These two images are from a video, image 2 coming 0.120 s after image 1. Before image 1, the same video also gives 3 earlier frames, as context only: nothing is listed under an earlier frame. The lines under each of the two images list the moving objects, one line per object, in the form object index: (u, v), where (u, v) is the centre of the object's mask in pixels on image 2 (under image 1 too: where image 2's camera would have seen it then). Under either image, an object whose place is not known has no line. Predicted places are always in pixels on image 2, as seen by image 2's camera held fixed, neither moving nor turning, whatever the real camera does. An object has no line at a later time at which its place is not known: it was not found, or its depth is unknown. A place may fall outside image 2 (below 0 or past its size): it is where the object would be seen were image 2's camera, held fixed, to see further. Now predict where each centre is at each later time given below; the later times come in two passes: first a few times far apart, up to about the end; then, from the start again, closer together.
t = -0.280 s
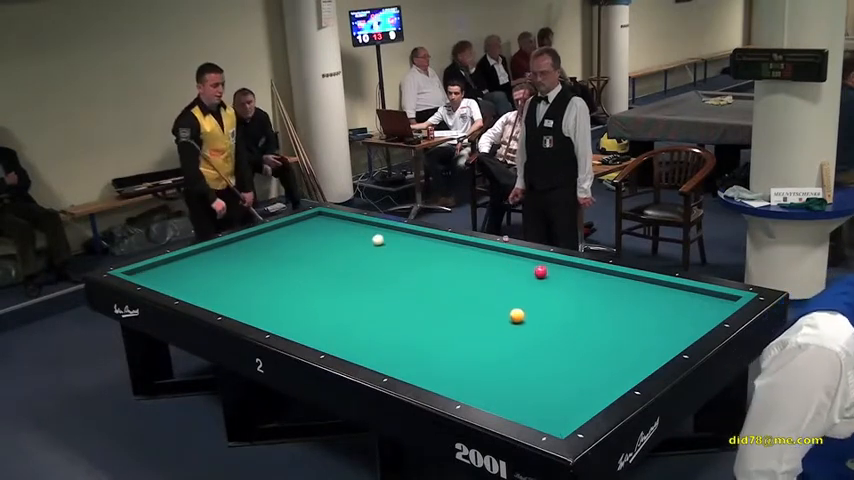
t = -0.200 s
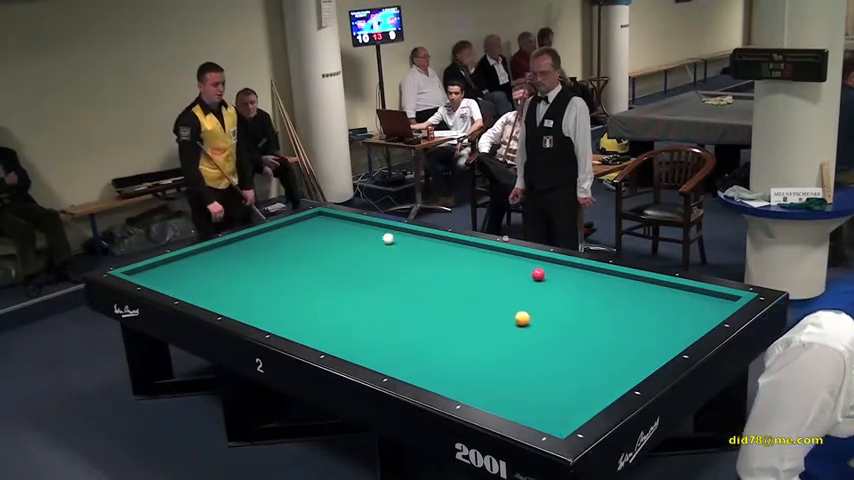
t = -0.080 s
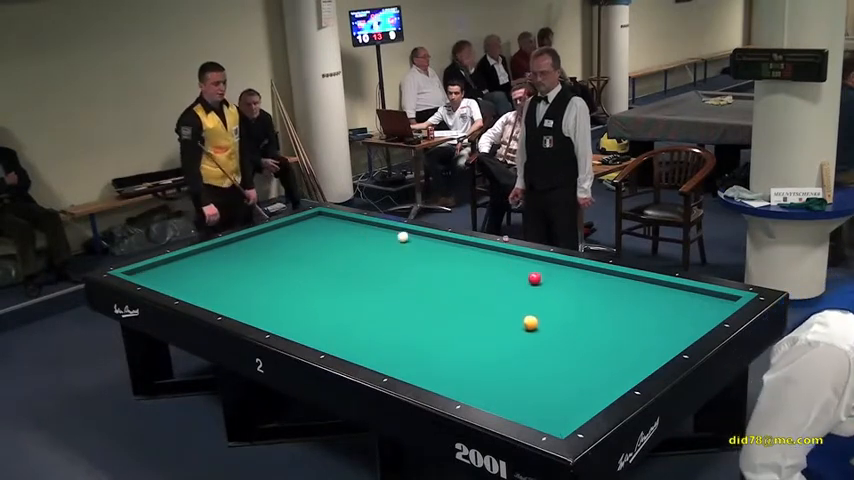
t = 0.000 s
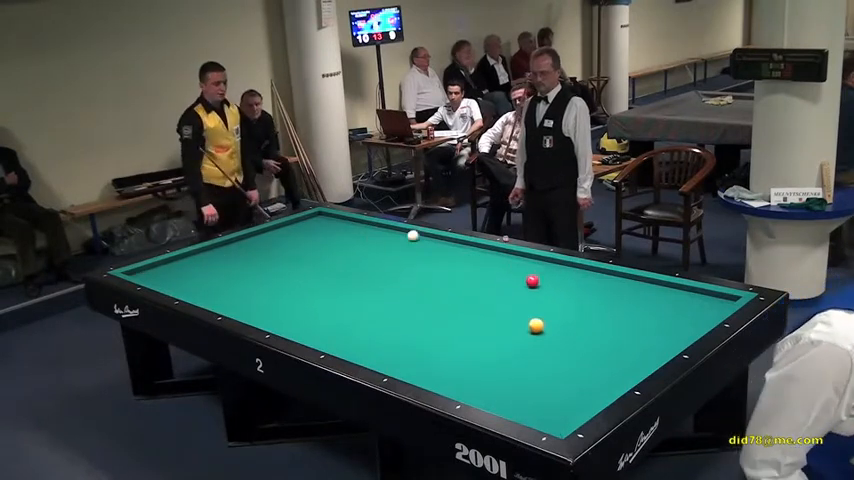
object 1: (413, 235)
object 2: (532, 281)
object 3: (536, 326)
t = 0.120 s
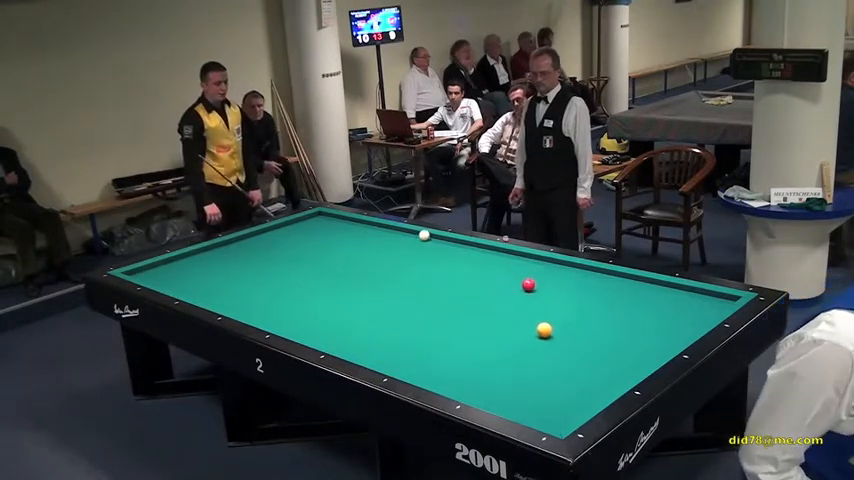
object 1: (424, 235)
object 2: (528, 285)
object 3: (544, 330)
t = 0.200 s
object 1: (425, 237)
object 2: (526, 288)
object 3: (550, 333)
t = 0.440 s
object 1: (429, 244)
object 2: (518, 295)
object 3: (567, 343)
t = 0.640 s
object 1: (433, 249)
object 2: (512, 302)
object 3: (581, 350)
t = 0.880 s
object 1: (438, 256)
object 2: (504, 310)
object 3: (600, 360)
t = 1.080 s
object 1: (442, 263)
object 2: (497, 317)
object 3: (615, 368)
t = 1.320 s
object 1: (447, 270)
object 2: (488, 325)
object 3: (621, 373)
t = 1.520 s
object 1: (451, 277)
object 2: (481, 332)
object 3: (608, 373)
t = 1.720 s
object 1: (455, 283)
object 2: (474, 340)
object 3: (595, 371)
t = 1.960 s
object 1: (460, 291)
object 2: (465, 348)
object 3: (580, 370)
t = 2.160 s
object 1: (465, 299)
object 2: (458, 355)
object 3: (568, 369)
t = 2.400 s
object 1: (470, 307)
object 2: (449, 364)
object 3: (555, 367)
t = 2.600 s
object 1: (475, 314)
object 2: (441, 371)
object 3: (544, 366)
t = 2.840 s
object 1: (480, 323)
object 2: (433, 378)
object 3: (533, 365)
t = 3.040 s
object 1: (485, 331)
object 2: (439, 379)
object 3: (523, 363)
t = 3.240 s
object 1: (490, 339)
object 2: (448, 377)
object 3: (514, 363)
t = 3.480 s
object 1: (495, 348)
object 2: (458, 374)
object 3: (505, 361)
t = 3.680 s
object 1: (500, 351)
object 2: (466, 372)
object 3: (498, 363)
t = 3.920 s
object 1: (502, 355)
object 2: (475, 370)
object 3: (492, 370)
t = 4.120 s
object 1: (504, 356)
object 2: (476, 368)
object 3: (493, 375)
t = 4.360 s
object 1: (505, 357)
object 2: (476, 366)
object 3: (494, 381)
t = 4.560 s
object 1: (506, 357)
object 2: (477, 365)
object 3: (495, 387)
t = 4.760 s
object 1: (506, 358)
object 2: (477, 363)
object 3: (496, 391)
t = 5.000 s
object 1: (506, 358)
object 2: (478, 362)
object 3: (497, 397)
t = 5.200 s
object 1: (507, 358)
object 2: (478, 361)
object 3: (499, 400)
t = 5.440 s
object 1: (507, 358)
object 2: (479, 361)
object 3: (502, 403)
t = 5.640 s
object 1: (507, 358)
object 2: (479, 361)
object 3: (507, 403)
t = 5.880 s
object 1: (507, 358)
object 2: (479, 361)
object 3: (512, 404)
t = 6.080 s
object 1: (507, 358)
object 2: (479, 361)
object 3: (517, 404)
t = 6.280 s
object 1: (507, 358)
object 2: (479, 361)
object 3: (520, 404)
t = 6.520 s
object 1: (507, 358)
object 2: (479, 360)
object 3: (524, 404)
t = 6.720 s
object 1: (507, 358)
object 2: (479, 361)
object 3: (527, 404)
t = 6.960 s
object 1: (507, 358)
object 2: (479, 361)
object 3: (529, 403)
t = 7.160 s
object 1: (507, 358)
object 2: (479, 361)
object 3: (531, 403)
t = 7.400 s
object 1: (507, 358)
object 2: (479, 360)
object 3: (532, 402)
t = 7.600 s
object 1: (507, 358)
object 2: (480, 360)
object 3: (533, 402)
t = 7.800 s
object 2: (479, 360)
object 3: (533, 402)
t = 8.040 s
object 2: (479, 360)
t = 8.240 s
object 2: (480, 361)
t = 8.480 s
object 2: (478, 360)
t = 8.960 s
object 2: (481, 360)
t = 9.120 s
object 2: (480, 361)
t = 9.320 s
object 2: (480, 361)
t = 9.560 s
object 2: (480, 361)
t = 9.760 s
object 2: (480, 361)
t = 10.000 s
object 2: (480, 361)
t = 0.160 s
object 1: (424, 236)
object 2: (527, 286)
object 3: (547, 332)
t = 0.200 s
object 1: (425, 237)
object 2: (526, 288)
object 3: (550, 333)
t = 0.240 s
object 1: (426, 238)
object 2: (525, 289)
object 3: (553, 335)
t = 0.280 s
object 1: (426, 239)
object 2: (523, 290)
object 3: (555, 336)
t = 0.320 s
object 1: (427, 241)
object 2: (522, 291)
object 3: (558, 338)
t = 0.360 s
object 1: (428, 241)
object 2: (521, 293)
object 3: (561, 339)
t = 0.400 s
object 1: (429, 243)
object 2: (520, 294)
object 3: (564, 341)
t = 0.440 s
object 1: (429, 244)
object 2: (518, 295)
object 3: (567, 343)
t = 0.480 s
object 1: (430, 245)
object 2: (517, 297)
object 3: (570, 344)
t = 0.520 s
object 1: (431, 246)
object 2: (516, 298)
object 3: (573, 346)
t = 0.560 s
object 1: (432, 247)
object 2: (514, 299)
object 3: (576, 347)
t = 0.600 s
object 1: (432, 248)
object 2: (513, 301)
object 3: (579, 349)
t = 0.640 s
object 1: (433, 249)
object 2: (512, 302)
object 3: (581, 350)
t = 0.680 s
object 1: (434, 250)
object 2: (510, 303)
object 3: (585, 352)
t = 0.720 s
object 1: (435, 252)
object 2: (509, 305)
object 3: (588, 353)
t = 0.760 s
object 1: (435, 253)
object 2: (508, 306)
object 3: (591, 355)
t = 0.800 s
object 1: (436, 254)
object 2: (507, 308)
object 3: (594, 357)
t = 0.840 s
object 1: (437, 255)
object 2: (505, 309)
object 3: (596, 358)
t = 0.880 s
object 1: (438, 256)
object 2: (504, 310)
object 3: (600, 360)
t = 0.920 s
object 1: (439, 258)
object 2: (502, 312)
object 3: (603, 362)
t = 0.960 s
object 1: (439, 259)
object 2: (501, 313)
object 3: (606, 363)
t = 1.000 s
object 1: (440, 260)
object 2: (500, 314)
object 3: (609, 365)
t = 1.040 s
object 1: (441, 262)
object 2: (498, 316)
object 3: (612, 367)
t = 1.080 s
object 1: (442, 263)
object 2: (497, 317)
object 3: (615, 368)
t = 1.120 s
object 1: (443, 264)
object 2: (495, 318)
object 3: (618, 370)
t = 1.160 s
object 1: (443, 265)
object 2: (494, 320)
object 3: (621, 372)
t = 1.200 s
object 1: (444, 266)
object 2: (493, 321)
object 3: (624, 372)
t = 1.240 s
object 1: (445, 268)
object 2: (491, 323)
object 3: (626, 373)
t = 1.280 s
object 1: (446, 269)
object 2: (490, 324)
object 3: (624, 374)
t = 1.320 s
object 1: (447, 270)
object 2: (488, 325)
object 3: (621, 373)
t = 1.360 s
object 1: (447, 271)
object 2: (487, 327)
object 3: (619, 374)
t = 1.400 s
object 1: (448, 273)
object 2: (486, 328)
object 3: (616, 374)
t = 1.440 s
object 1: (449, 274)
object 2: (484, 330)
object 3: (613, 373)
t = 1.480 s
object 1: (450, 275)
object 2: (483, 331)
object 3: (610, 373)
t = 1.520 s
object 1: (451, 277)
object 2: (481, 332)
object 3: (608, 373)
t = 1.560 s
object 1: (452, 278)
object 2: (480, 334)
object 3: (605, 372)
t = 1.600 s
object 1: (452, 279)
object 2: (478, 335)
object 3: (603, 372)
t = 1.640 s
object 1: (453, 281)
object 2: (477, 337)
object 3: (600, 372)
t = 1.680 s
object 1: (454, 282)
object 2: (475, 338)
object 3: (597, 372)
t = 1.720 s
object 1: (455, 283)
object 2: (474, 340)
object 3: (595, 371)
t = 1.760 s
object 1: (456, 285)
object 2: (473, 341)
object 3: (592, 371)
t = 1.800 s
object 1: (457, 286)
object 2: (471, 343)
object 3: (590, 371)
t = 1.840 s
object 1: (458, 288)
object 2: (470, 344)
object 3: (587, 371)
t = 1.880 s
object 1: (458, 289)
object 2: (468, 345)
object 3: (585, 370)
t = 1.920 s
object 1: (459, 290)
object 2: (467, 347)
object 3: (582, 370)
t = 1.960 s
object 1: (460, 291)
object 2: (465, 348)
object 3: (580, 370)
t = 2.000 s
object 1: (461, 293)
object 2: (464, 350)
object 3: (578, 370)
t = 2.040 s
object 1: (462, 294)
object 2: (462, 351)
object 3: (575, 369)
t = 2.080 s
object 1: (463, 295)
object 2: (461, 352)
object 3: (573, 369)
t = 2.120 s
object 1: (464, 297)
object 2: (459, 354)
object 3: (571, 369)
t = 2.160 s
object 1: (465, 299)
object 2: (458, 355)
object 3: (568, 369)
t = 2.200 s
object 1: (466, 300)
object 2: (457, 357)
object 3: (566, 368)
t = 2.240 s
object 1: (467, 301)
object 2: (455, 358)
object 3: (564, 368)
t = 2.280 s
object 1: (467, 303)
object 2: (453, 359)
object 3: (561, 368)
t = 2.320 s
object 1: (468, 304)
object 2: (452, 361)
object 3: (559, 368)
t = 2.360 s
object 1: (469, 306)
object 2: (450, 363)
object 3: (557, 367)
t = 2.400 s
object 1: (470, 307)
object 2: (449, 364)
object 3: (555, 367)
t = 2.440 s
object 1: (471, 309)
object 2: (447, 365)
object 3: (553, 367)
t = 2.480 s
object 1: (472, 310)
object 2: (446, 367)
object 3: (551, 367)
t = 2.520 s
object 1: (473, 311)
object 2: (444, 368)
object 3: (548, 366)
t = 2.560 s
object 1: (474, 313)
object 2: (443, 370)
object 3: (546, 366)
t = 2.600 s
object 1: (475, 314)
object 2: (441, 371)
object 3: (544, 366)
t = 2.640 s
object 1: (476, 316)
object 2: (440, 373)
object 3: (542, 366)
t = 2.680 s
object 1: (476, 317)
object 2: (438, 374)
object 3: (540, 365)
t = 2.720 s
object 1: (477, 319)
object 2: (437, 376)
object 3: (538, 365)
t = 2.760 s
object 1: (478, 320)
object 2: (435, 377)
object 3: (536, 365)
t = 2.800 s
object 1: (479, 322)
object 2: (434, 378)
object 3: (534, 365)
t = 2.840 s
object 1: (480, 323)
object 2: (433, 378)
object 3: (533, 365)
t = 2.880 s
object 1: (481, 325)
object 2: (432, 379)
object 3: (531, 364)
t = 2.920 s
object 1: (482, 327)
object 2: (434, 379)
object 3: (529, 364)
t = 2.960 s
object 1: (483, 328)
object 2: (436, 379)
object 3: (527, 364)
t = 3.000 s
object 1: (484, 329)
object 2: (438, 379)
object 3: (525, 364)
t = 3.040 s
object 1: (485, 331)
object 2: (439, 379)
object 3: (523, 363)
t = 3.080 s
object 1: (486, 333)
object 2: (441, 379)
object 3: (522, 363)
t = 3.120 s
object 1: (487, 334)
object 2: (443, 378)
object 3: (520, 363)
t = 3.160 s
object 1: (488, 336)
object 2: (445, 378)
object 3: (518, 363)
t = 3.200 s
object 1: (489, 337)
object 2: (446, 378)
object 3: (516, 362)
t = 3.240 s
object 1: (490, 339)
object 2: (448, 377)
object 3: (514, 363)
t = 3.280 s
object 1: (491, 340)
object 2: (450, 377)
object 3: (513, 362)
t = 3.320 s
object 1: (492, 342)
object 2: (452, 376)
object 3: (511, 362)
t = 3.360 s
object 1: (493, 344)
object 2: (453, 376)
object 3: (510, 362)
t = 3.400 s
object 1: (493, 345)
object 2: (455, 375)
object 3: (508, 362)
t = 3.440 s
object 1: (494, 347)
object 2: (457, 375)
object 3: (506, 362)
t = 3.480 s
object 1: (495, 348)
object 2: (458, 374)
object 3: (505, 361)
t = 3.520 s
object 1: (496, 349)
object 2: (460, 374)
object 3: (503, 361)
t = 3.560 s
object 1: (496, 350)
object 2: (462, 373)
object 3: (502, 361)
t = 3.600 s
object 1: (498, 350)
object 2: (463, 373)
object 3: (500, 361)
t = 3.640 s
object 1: (499, 351)
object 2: (465, 372)
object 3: (499, 362)
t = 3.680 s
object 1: (500, 351)
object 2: (466, 372)
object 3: (498, 363)
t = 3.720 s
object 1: (500, 352)
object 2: (468, 372)
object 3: (497, 364)
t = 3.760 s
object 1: (500, 353)
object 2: (469, 371)
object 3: (496, 365)
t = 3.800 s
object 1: (501, 353)
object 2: (471, 371)
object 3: (495, 367)
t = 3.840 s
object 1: (502, 354)
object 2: (472, 370)
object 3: (494, 367)
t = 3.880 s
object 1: (502, 354)
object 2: (474, 370)
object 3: (493, 369)
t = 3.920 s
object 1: (502, 355)
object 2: (475, 370)
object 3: (492, 370)
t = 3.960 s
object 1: (502, 355)
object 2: (476, 369)
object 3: (492, 370)
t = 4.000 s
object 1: (503, 355)
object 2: (476, 369)
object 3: (492, 372)
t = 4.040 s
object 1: (503, 356)
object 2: (476, 369)
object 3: (492, 373)
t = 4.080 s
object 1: (503, 356)
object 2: (476, 368)
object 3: (493, 374)
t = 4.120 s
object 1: (504, 356)
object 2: (476, 368)
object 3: (493, 375)
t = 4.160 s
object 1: (504, 356)
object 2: (476, 367)
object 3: (493, 376)
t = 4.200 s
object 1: (504, 356)
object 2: (476, 367)
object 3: (493, 377)
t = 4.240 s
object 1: (504, 356)
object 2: (476, 367)
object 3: (494, 378)
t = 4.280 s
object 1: (505, 356)
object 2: (477, 367)
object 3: (494, 379)
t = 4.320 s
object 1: (505, 357)
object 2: (477, 366)
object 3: (494, 381)
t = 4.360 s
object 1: (505, 357)
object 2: (476, 366)
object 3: (494, 381)
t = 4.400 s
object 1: (505, 357)
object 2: (477, 366)
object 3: (494, 382)
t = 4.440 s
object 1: (505, 357)
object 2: (477, 365)
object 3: (494, 383)
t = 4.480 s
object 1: (506, 357)
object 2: (477, 365)
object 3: (495, 384)
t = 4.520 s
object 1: (506, 357)
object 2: (477, 365)
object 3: (495, 386)
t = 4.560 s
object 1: (506, 357)
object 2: (477, 365)
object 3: (495, 387)
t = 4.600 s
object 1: (506, 358)
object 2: (477, 364)
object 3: (495, 388)
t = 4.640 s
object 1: (506, 358)
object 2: (477, 364)
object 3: (496, 388)
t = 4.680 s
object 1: (506, 358)
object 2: (477, 364)
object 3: (496, 390)
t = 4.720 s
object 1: (506, 358)
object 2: (477, 364)
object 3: (496, 391)
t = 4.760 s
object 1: (506, 358)
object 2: (477, 363)
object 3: (496, 391)
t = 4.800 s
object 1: (506, 358)
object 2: (477, 363)
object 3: (496, 392)
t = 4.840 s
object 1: (507, 358)
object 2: (478, 363)
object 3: (497, 393)
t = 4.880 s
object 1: (506, 358)
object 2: (477, 363)
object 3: (497, 394)
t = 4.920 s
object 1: (506, 358)
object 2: (477, 363)
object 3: (497, 395)
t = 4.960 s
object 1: (506, 358)
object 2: (478, 363)
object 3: (497, 396)
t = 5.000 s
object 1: (506, 358)
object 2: (478, 362)
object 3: (497, 397)
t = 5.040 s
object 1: (507, 358)
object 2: (478, 362)
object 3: (498, 398)
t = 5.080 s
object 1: (506, 358)
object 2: (478, 362)
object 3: (498, 398)
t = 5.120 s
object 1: (507, 358)
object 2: (478, 362)
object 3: (498, 399)
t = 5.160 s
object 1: (507, 358)
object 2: (478, 361)
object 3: (498, 399)
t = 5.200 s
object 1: (507, 358)
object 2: (478, 361)
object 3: (499, 400)
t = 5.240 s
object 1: (507, 358)
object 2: (478, 361)
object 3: (499, 401)
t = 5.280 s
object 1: (507, 358)
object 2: (478, 361)
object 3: (499, 401)
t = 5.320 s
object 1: (507, 358)
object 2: (478, 361)
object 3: (499, 402)
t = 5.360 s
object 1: (507, 358)
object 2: (479, 361)
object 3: (500, 403)
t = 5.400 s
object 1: (507, 358)
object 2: (478, 361)
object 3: (500, 403)
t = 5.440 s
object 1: (507, 358)
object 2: (479, 361)
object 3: (502, 403)
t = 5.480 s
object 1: (507, 358)
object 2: (479, 361)
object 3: (502, 403)
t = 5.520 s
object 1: (507, 358)
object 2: (479, 361)
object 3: (504, 403)
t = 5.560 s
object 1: (507, 358)
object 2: (479, 361)
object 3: (505, 403)
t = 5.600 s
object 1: (507, 358)
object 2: (479, 361)
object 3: (506, 403)
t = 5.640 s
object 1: (507, 358)
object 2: (479, 361)
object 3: (507, 403)
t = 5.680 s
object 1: (507, 358)
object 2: (479, 361)
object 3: (508, 403)
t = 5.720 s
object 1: (507, 358)
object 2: (479, 360)
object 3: (509, 403)
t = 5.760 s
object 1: (507, 358)
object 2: (479, 361)
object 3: (510, 403)
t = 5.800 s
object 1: (507, 358)
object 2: (479, 361)
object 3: (510, 404)
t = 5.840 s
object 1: (507, 358)
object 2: (479, 360)
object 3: (512, 404)
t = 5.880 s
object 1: (507, 358)
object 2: (479, 361)
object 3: (512, 404)
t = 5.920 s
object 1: (507, 358)
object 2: (479, 360)
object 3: (514, 404)
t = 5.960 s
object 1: (507, 358)
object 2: (479, 361)
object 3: (514, 404)
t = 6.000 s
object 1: (507, 358)
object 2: (479, 361)
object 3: (515, 404)
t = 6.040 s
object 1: (507, 358)
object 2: (479, 361)
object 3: (516, 404)
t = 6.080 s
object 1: (507, 358)
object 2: (479, 361)
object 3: (517, 404)
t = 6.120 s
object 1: (507, 358)
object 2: (479, 361)
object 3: (517, 404)
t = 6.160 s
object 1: (507, 358)
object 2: (479, 361)
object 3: (519, 404)
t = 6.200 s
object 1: (507, 358)
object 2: (479, 361)
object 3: (519, 404)
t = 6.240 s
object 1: (507, 358)
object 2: (479, 361)
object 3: (519, 404)
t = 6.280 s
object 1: (507, 358)
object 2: (479, 361)
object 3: (520, 404)
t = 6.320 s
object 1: (507, 358)
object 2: (479, 361)
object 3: (521, 404)
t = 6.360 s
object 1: (507, 358)
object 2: (479, 361)
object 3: (522, 404)
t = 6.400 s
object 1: (507, 358)
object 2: (479, 361)
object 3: (522, 404)
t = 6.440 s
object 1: (507, 358)
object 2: (479, 361)
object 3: (523, 404)
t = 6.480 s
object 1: (507, 358)
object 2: (479, 360)
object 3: (523, 404)
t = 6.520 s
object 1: (507, 358)
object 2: (479, 360)
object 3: (524, 404)
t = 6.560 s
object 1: (507, 358)
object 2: (479, 361)
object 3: (525, 404)
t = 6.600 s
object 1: (507, 358)
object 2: (479, 361)
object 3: (525, 404)
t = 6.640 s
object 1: (507, 358)
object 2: (479, 361)
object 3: (526, 404)
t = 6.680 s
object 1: (507, 358)
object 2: (479, 361)
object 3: (526, 404)
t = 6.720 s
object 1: (507, 358)
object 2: (479, 361)
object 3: (527, 404)
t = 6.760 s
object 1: (507, 358)
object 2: (479, 361)
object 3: (527, 404)
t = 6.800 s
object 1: (507, 358)
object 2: (480, 361)
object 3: (528, 403)
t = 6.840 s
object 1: (507, 358)
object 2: (480, 361)
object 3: (528, 404)
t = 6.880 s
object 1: (507, 358)
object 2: (480, 361)
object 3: (529, 403)
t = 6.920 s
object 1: (507, 358)
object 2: (479, 361)
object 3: (529, 403)
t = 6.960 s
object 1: (507, 358)
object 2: (479, 361)
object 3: (529, 403)
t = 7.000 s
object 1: (507, 358)
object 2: (479, 361)
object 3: (530, 403)
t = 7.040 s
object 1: (507, 358)
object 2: (479, 361)
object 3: (530, 403)
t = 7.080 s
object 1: (507, 358)
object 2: (479, 361)
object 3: (530, 403)
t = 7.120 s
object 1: (507, 358)
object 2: (479, 361)
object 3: (531, 403)
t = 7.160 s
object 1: (507, 358)
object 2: (479, 361)
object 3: (531, 403)
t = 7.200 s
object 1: (507, 358)
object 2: (479, 361)
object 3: (531, 403)
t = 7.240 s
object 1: (507, 358)
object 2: (479, 361)
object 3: (531, 402)
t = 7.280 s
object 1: (507, 358)
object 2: (479, 361)
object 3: (532, 403)
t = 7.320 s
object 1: (507, 358)
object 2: (479, 361)
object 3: (532, 403)
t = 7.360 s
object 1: (507, 358)
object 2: (479, 361)
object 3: (532, 402)
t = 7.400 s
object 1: (507, 358)
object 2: (479, 360)
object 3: (532, 402)
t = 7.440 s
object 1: (507, 358)
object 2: (480, 360)
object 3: (533, 402)
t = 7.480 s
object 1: (507, 358)
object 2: (480, 360)
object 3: (533, 402)
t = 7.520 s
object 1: (507, 358)
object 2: (479, 360)
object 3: (533, 402)
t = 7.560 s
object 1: (507, 358)
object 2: (479, 360)
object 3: (533, 402)
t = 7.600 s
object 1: (507, 358)
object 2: (480, 360)
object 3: (533, 402)
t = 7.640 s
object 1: (507, 358)
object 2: (479, 360)
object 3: (533, 402)
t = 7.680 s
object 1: (507, 358)
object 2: (479, 361)
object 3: (533, 402)
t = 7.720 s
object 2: (479, 360)
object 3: (533, 402)
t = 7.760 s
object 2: (479, 360)
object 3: (533, 402)
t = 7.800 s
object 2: (479, 360)
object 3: (533, 402)
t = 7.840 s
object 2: (479, 361)
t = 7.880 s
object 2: (480, 360)
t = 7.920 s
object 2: (479, 360)
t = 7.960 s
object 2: (479, 360)
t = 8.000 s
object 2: (479, 361)
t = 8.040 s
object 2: (479, 360)
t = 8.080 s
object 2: (479, 360)
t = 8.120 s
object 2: (479, 360)
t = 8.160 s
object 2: (479, 360)
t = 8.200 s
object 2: (479, 361)
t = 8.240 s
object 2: (480, 361)
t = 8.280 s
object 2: (479, 361)
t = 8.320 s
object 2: (480, 361)
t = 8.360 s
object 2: (479, 361)
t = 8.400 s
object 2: (480, 361)
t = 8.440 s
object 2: (479, 360)
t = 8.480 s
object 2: (478, 360)
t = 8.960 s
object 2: (481, 360)
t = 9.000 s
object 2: (480, 360)
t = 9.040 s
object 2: (480, 360)
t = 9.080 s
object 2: (480, 361)
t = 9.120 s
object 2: (480, 361)
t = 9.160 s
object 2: (480, 360)
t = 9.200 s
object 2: (480, 361)
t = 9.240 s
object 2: (480, 361)
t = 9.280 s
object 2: (480, 361)
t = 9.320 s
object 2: (480, 361)
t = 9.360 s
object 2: (480, 361)
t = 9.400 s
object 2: (480, 361)
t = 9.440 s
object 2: (480, 361)
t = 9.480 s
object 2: (480, 361)
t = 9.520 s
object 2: (480, 361)
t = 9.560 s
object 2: (480, 361)
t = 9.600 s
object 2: (480, 361)
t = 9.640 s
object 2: (480, 361)
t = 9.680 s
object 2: (480, 361)
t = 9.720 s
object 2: (480, 361)
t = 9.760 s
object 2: (480, 361)
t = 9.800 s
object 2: (480, 361)
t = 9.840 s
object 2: (480, 361)
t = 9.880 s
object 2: (480, 361)
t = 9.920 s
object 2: (480, 361)
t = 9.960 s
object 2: (480, 361)
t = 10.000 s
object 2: (480, 361)
